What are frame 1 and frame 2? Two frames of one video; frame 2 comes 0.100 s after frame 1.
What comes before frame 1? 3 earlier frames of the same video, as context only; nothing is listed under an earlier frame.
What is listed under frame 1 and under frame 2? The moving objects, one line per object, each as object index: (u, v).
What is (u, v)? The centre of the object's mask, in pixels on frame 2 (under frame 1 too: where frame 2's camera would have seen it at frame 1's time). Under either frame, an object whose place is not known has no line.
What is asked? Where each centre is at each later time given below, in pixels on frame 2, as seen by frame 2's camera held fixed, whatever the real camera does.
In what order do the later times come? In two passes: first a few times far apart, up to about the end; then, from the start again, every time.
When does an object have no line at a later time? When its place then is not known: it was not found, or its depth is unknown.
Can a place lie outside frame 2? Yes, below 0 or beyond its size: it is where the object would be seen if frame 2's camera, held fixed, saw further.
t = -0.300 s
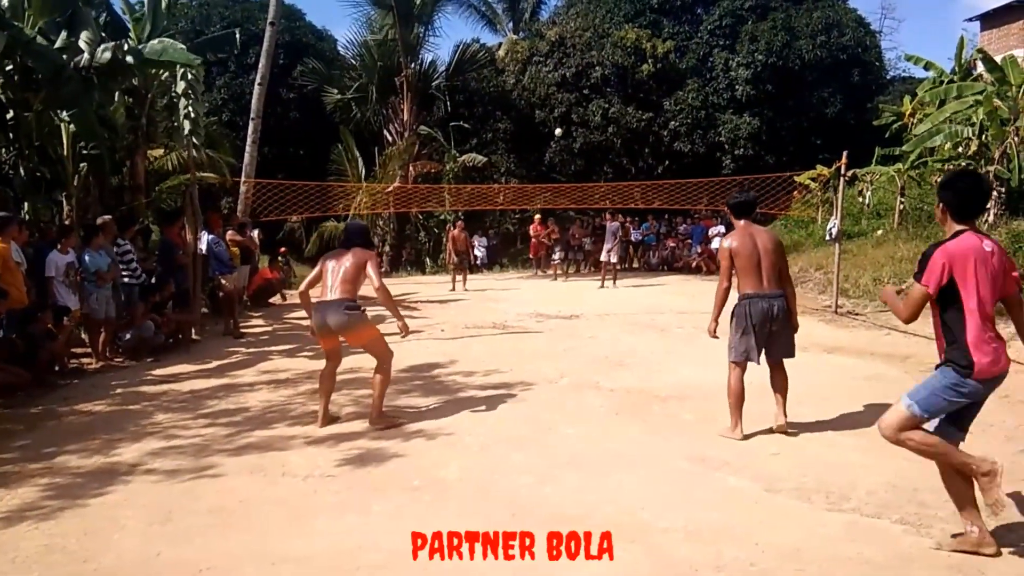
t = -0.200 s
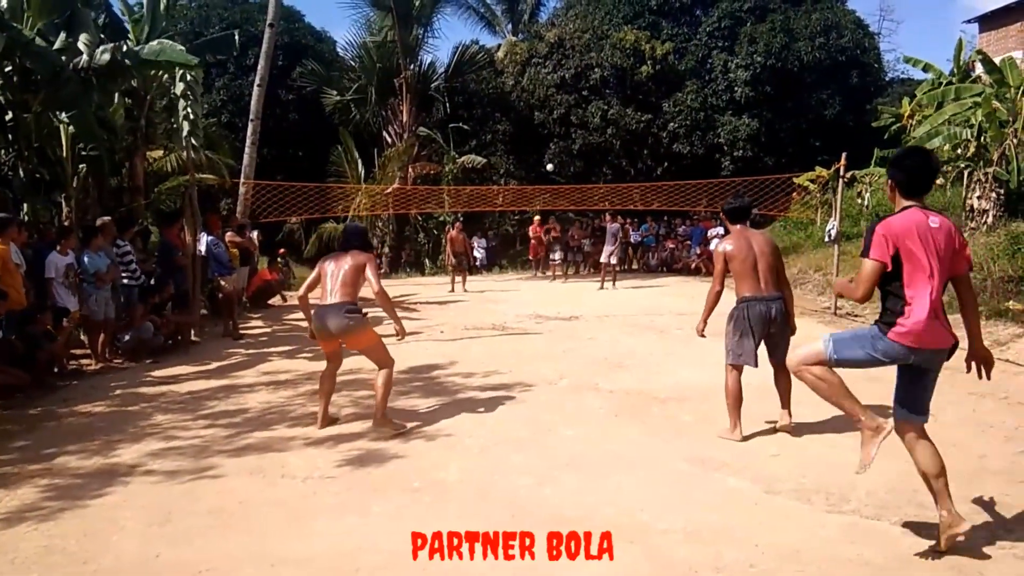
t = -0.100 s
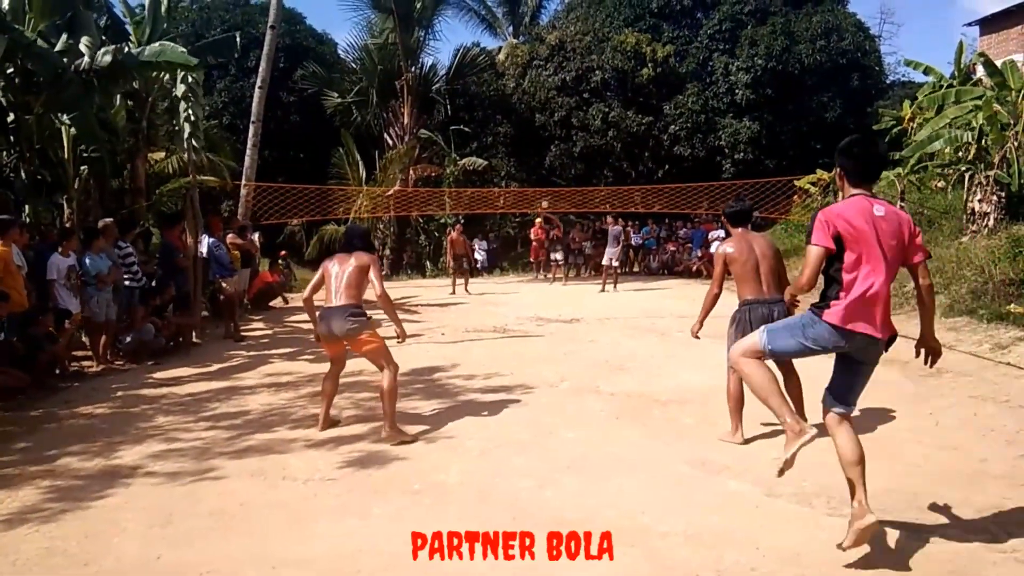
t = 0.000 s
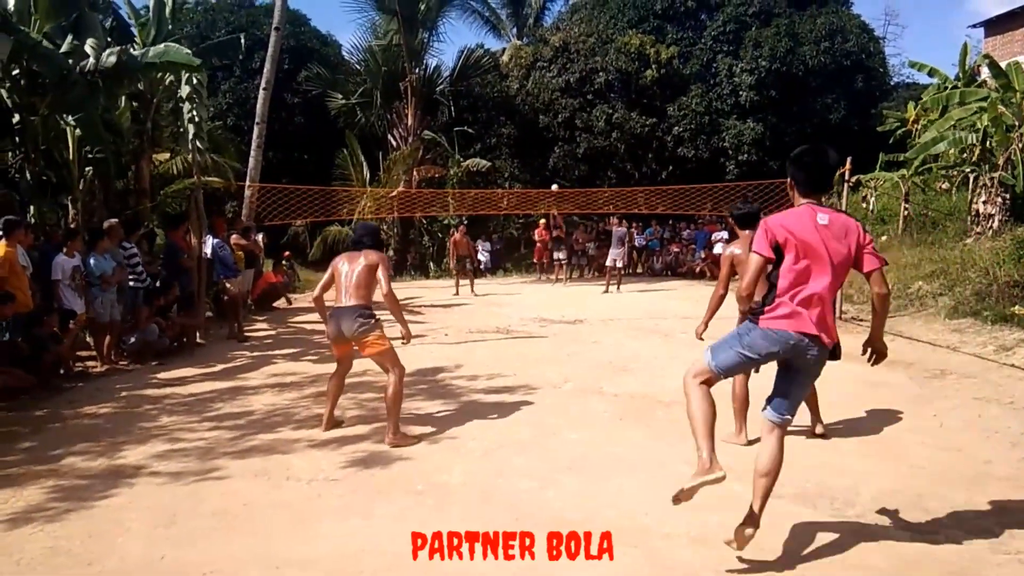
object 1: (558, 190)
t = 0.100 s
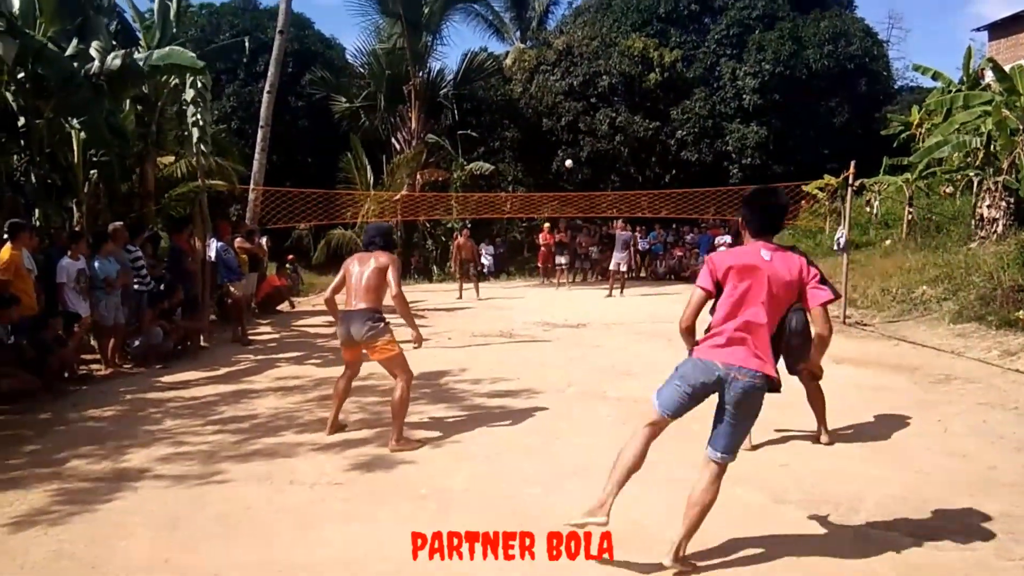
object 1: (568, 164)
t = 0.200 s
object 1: (581, 136)
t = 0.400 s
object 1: (610, 86)
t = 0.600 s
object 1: (650, 43)
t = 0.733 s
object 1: (685, 24)
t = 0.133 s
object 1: (573, 154)
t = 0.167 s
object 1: (577, 145)
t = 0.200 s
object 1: (581, 136)
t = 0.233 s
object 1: (585, 127)
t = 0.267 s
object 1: (589, 119)
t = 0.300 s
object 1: (594, 111)
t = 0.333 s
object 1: (599, 102)
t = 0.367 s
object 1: (604, 94)
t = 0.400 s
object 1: (610, 86)
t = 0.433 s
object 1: (615, 78)
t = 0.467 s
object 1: (622, 70)
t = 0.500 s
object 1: (628, 64)
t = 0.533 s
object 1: (634, 56)
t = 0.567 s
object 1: (641, 50)
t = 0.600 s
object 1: (650, 43)
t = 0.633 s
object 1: (657, 38)
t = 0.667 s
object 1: (665, 32)
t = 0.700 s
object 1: (675, 28)
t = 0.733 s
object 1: (685, 24)
